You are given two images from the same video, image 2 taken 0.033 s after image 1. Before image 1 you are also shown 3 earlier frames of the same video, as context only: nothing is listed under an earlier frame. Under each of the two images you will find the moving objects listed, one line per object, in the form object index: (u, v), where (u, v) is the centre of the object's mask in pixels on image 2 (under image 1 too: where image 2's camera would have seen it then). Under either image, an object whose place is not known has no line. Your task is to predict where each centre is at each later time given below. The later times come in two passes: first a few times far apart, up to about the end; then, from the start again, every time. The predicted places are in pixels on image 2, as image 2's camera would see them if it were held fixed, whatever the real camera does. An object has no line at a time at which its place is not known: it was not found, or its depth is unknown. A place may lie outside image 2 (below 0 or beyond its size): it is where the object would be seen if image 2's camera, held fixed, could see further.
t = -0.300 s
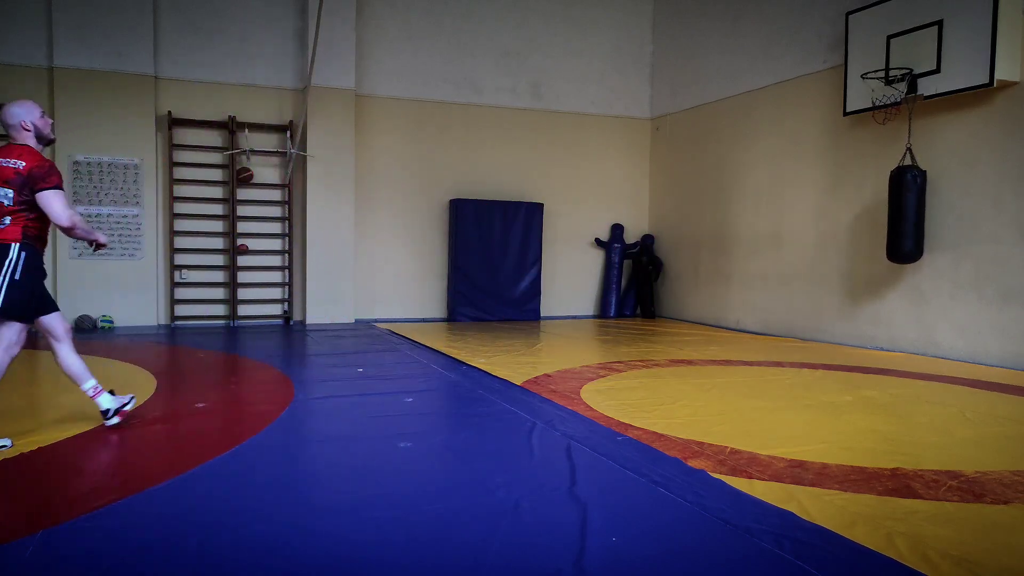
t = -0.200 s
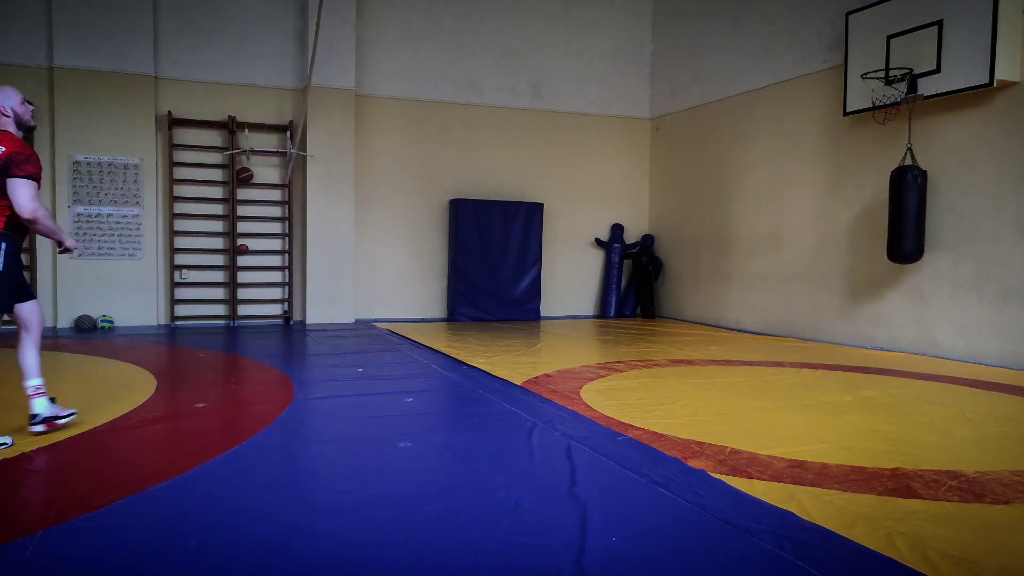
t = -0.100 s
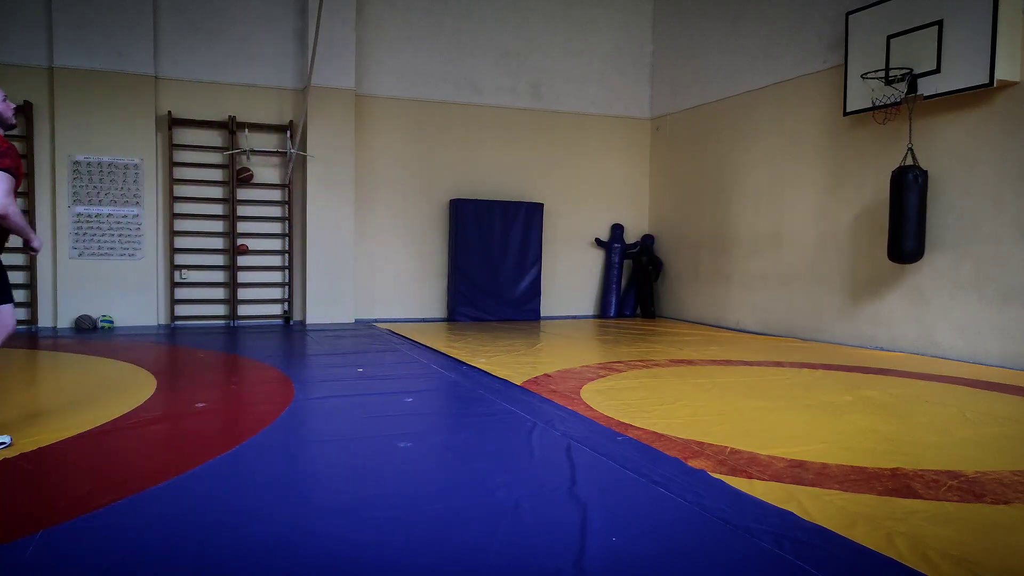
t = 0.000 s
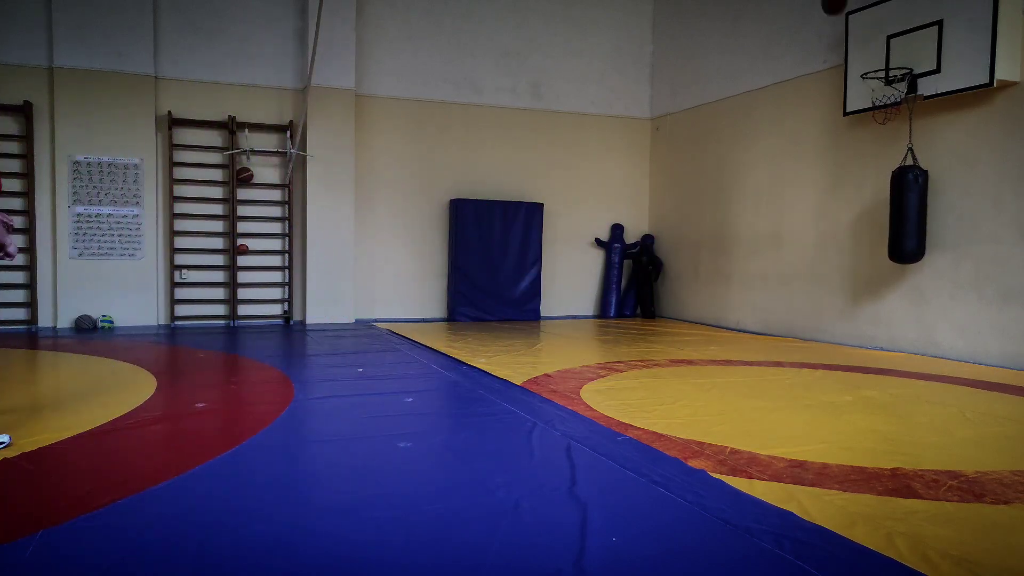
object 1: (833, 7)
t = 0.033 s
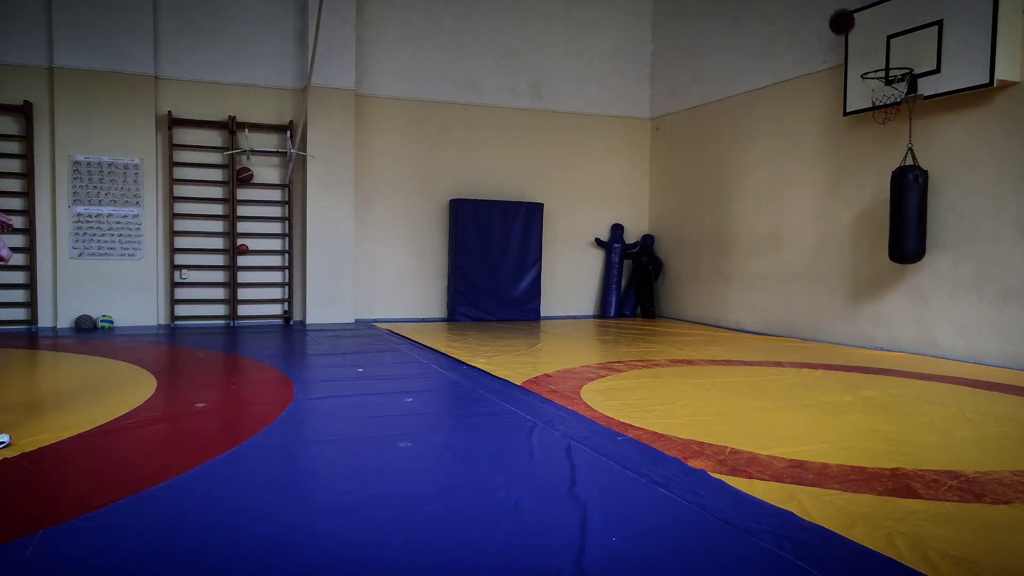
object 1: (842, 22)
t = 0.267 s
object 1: (795, 46)
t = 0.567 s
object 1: (678, 64)
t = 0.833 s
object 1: (580, 148)
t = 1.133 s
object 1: (480, 310)
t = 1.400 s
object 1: (425, 252)
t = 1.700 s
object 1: (371, 205)
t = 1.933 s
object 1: (330, 220)
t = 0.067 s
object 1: (849, 43)
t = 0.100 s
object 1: (857, 65)
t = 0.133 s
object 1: (849, 65)
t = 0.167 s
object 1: (835, 58)
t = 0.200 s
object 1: (822, 53)
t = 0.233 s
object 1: (808, 49)
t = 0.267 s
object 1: (795, 46)
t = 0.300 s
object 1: (782, 44)
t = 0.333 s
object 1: (769, 43)
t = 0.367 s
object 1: (756, 43)
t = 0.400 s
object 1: (742, 44)
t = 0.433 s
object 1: (730, 46)
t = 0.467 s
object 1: (717, 49)
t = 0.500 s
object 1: (704, 53)
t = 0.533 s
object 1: (691, 58)
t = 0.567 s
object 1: (678, 64)
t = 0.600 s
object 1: (665, 72)
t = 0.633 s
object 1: (653, 80)
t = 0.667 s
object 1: (641, 89)
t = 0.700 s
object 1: (628, 99)
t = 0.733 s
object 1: (616, 110)
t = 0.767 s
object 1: (604, 122)
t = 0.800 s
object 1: (592, 134)
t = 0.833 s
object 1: (580, 148)
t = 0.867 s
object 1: (568, 163)
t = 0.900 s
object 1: (557, 178)
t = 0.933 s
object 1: (545, 194)
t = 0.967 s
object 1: (535, 212)
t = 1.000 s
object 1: (523, 229)
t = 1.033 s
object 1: (513, 248)
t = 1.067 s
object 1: (502, 268)
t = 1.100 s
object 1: (490, 288)
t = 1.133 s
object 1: (480, 310)
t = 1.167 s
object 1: (468, 333)
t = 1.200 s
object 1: (462, 326)
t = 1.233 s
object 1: (456, 312)
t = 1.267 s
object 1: (450, 298)
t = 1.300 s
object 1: (444, 285)
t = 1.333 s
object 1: (438, 273)
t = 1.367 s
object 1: (432, 262)
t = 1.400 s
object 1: (425, 252)
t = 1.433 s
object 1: (419, 243)
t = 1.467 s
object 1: (413, 235)
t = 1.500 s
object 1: (407, 228)
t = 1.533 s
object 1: (401, 222)
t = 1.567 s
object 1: (395, 217)
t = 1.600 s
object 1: (389, 212)
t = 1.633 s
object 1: (383, 209)
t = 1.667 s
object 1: (377, 207)
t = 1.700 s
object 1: (371, 205)
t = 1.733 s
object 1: (365, 205)
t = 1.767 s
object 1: (359, 205)
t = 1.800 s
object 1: (353, 206)
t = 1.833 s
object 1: (348, 208)
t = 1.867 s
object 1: (342, 211)
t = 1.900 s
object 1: (336, 215)
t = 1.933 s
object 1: (330, 220)
